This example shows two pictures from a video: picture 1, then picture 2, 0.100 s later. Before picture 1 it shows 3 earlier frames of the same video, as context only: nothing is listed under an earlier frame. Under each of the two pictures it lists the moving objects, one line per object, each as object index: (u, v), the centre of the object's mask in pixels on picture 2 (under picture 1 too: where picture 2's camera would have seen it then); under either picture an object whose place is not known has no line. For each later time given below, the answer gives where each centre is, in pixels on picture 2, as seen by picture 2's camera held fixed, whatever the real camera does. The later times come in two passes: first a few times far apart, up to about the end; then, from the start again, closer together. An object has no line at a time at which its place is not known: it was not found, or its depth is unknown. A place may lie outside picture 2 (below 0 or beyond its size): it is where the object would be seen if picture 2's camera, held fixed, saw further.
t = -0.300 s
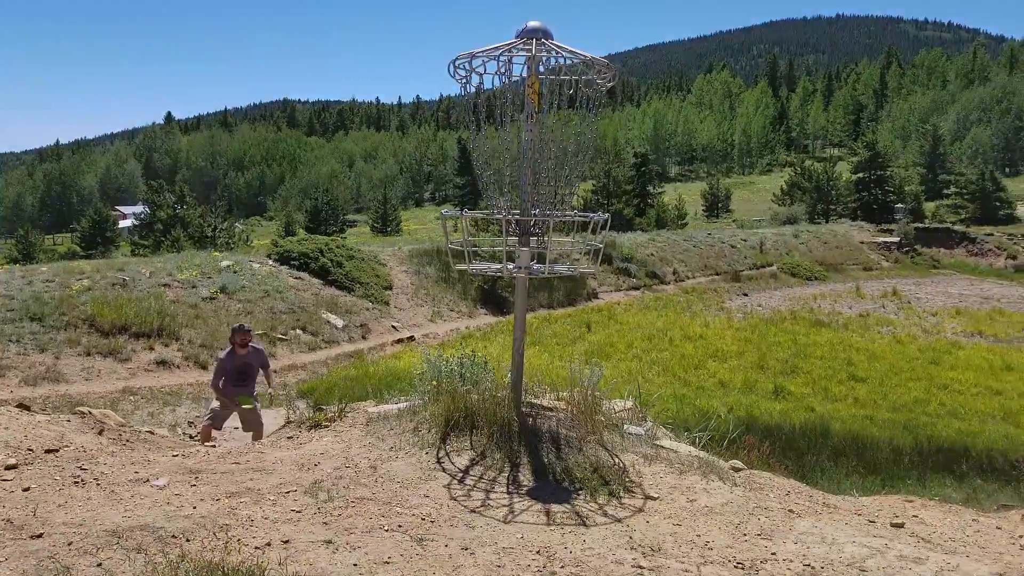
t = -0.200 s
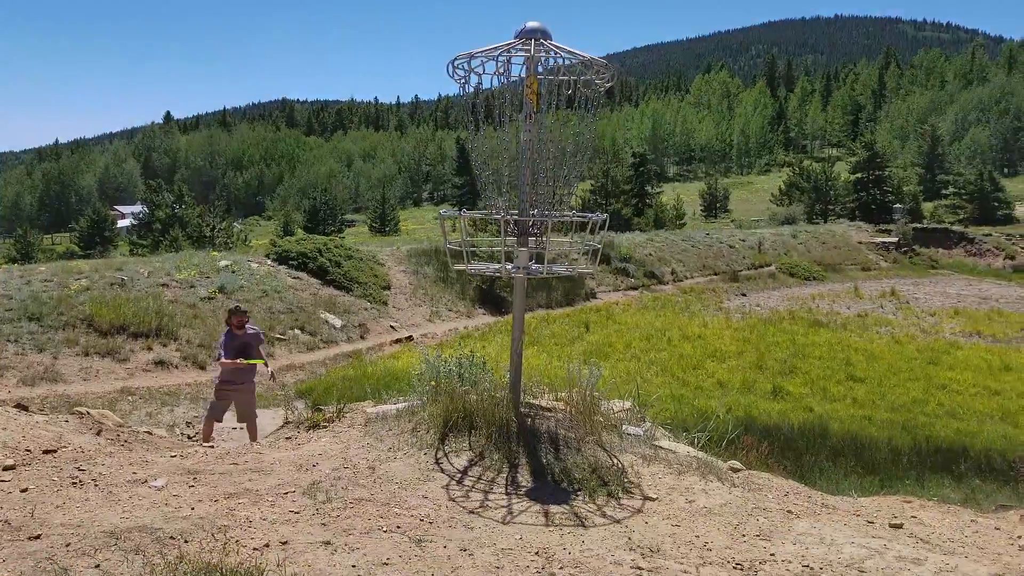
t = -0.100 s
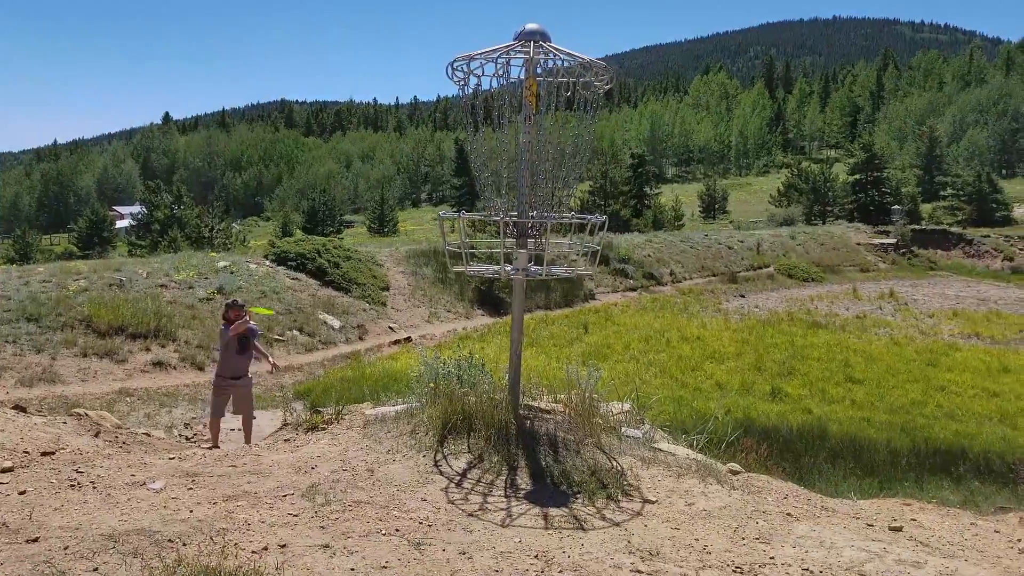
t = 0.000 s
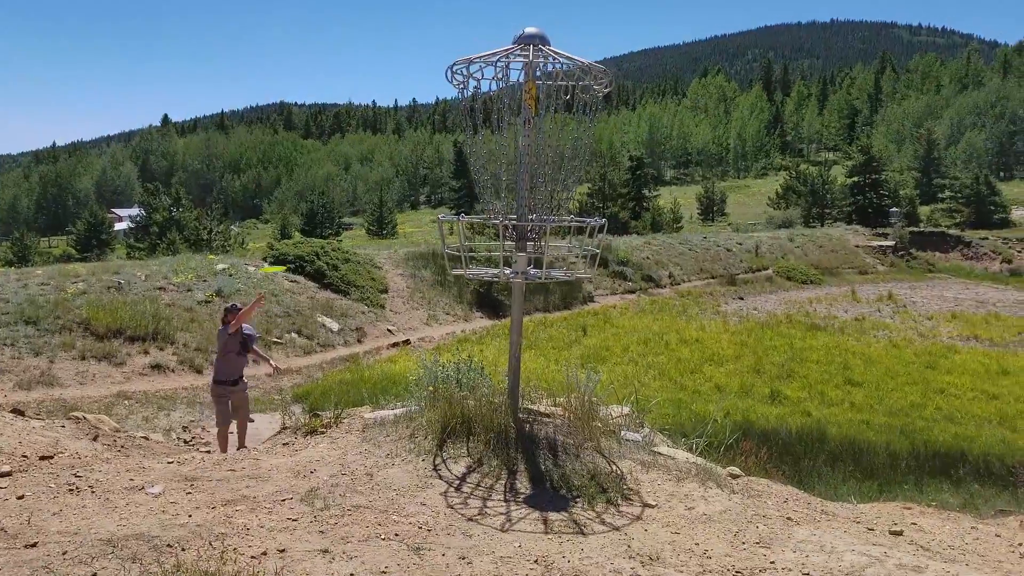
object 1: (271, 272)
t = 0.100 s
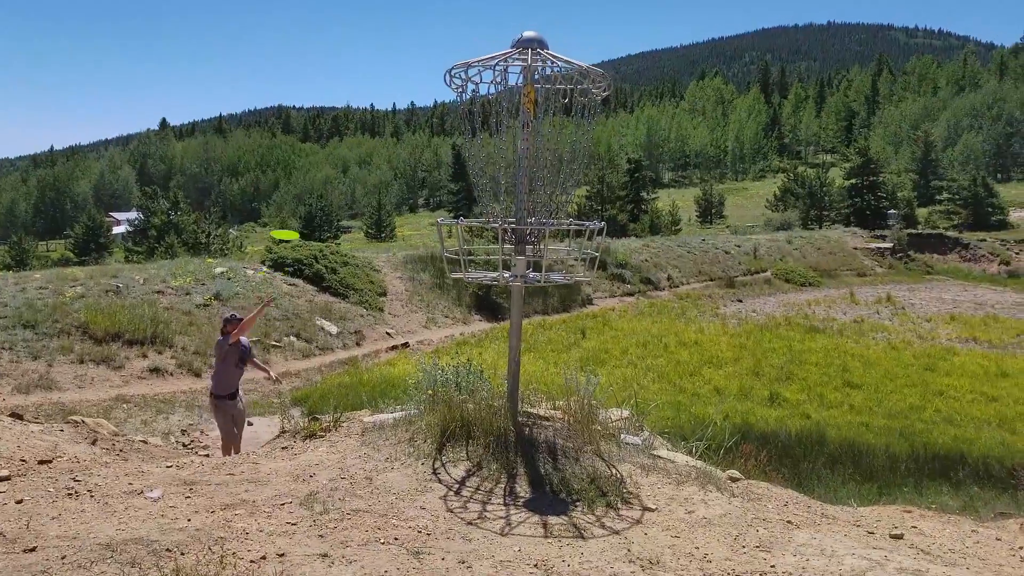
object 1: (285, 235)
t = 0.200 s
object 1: (300, 206)
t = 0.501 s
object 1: (364, 185)
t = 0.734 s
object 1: (446, 285)
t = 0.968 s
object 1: (444, 434)
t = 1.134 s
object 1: (434, 481)
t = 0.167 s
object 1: (295, 214)
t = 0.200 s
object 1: (300, 206)
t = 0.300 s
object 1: (318, 185)
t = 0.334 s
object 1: (325, 182)
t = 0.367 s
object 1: (332, 179)
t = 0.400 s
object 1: (339, 178)
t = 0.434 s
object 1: (347, 179)
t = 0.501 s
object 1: (364, 185)
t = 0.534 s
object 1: (374, 191)
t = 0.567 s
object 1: (384, 200)
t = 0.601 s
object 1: (395, 211)
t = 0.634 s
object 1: (407, 224)
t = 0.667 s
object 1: (419, 240)
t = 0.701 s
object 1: (431, 261)
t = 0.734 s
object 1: (446, 285)
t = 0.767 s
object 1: (463, 312)
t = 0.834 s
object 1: (470, 374)
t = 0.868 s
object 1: (457, 408)
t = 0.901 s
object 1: (450, 423)
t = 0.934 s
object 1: (446, 433)
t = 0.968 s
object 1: (444, 434)
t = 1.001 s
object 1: (442, 436)
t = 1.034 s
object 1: (440, 442)
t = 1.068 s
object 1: (438, 451)
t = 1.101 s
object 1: (436, 464)
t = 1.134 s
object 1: (434, 481)
